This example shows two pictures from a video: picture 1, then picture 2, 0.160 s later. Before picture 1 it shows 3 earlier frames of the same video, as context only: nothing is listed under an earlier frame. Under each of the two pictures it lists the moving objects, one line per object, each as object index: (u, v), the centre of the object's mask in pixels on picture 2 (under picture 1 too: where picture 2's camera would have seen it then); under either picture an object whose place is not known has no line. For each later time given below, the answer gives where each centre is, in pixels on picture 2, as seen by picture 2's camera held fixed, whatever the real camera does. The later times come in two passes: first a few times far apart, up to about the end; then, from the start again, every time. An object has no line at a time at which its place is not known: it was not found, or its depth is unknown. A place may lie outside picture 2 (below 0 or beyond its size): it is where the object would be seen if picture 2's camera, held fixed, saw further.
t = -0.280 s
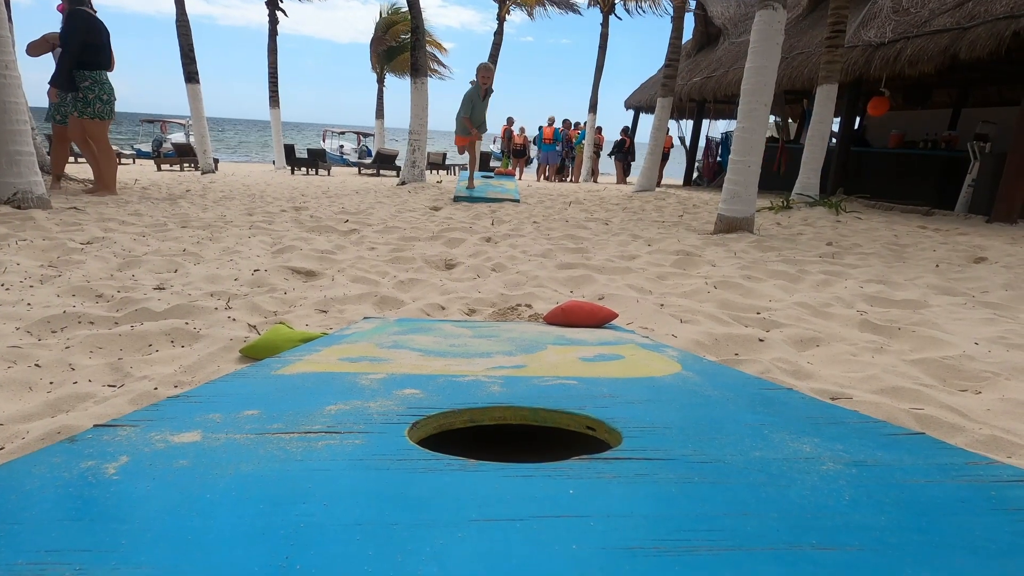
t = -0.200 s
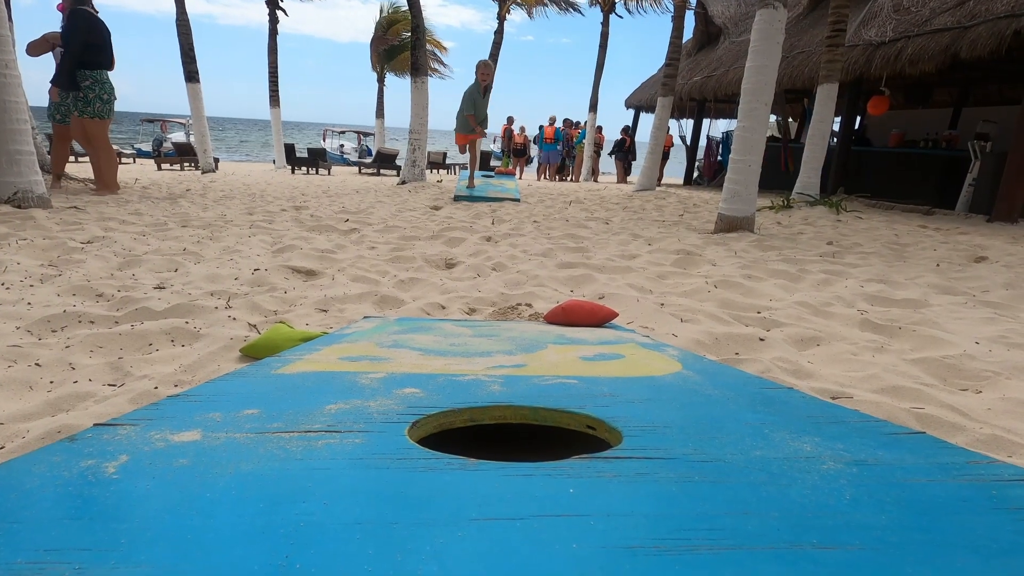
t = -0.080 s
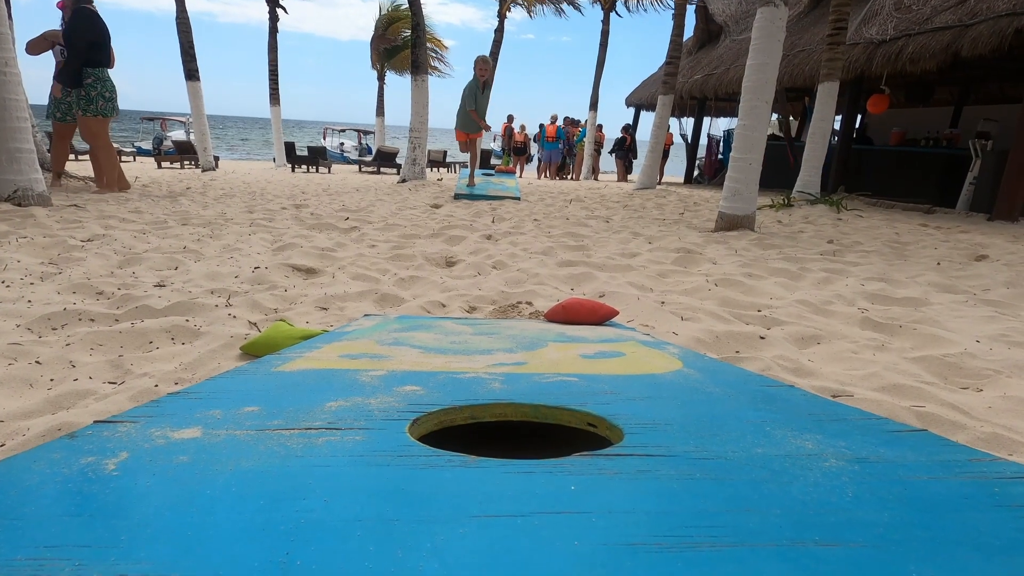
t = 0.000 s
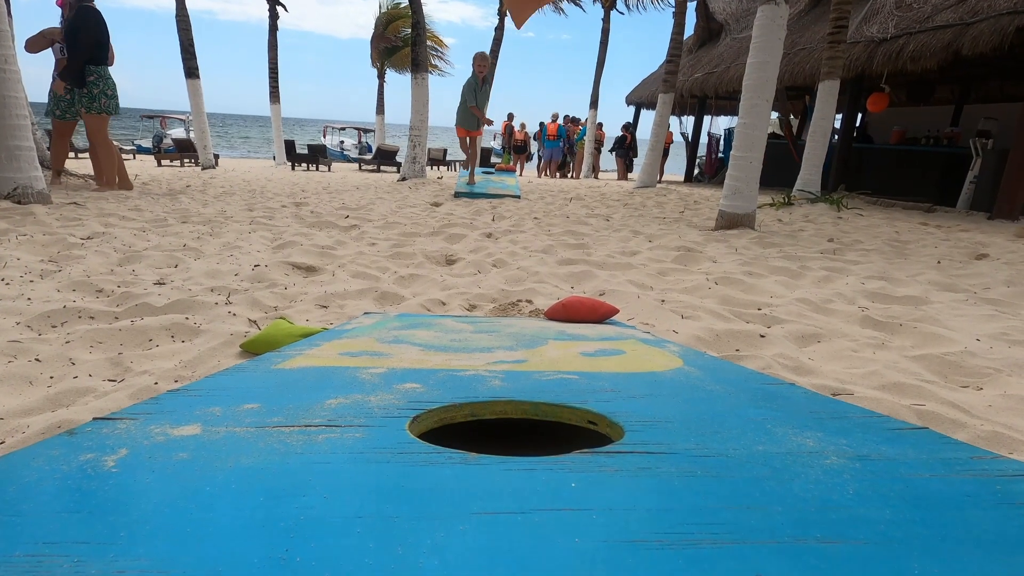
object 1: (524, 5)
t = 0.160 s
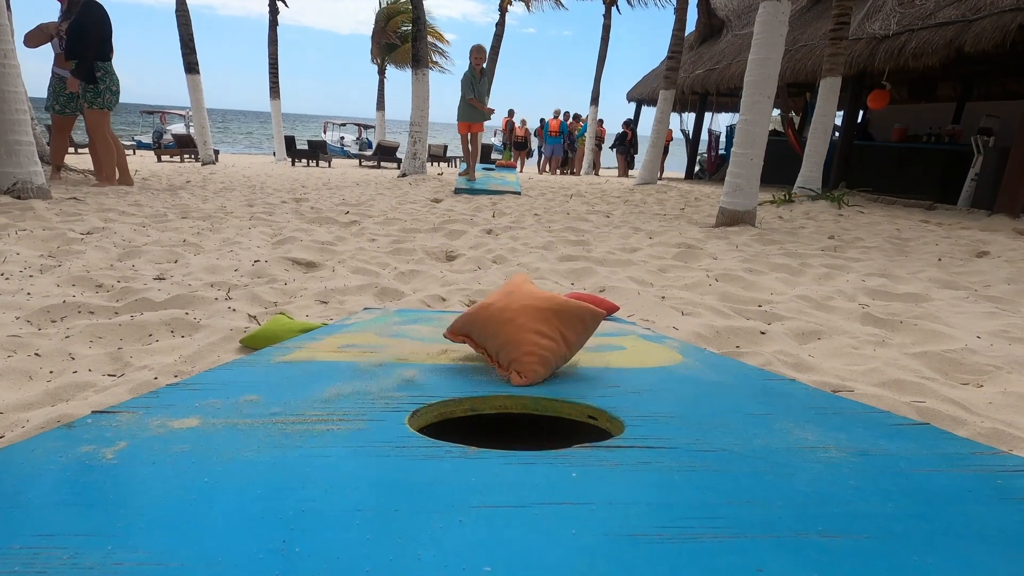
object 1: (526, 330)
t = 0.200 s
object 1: (509, 314)
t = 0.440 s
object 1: (225, 442)
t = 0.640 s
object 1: (193, 442)
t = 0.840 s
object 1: (221, 467)
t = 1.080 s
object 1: (221, 455)
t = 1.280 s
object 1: (221, 455)
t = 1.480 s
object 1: (221, 454)
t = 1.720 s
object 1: (221, 455)
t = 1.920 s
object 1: (222, 456)
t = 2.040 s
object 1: (222, 456)
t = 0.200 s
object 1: (509, 314)
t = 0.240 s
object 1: (485, 306)
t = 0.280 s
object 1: (444, 319)
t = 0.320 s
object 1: (390, 381)
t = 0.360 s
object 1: (332, 434)
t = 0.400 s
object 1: (280, 439)
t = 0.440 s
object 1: (225, 442)
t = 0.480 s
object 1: (197, 440)
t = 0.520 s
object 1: (194, 441)
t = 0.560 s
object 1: (195, 442)
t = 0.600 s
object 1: (194, 442)
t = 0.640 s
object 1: (193, 442)
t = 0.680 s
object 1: (192, 443)
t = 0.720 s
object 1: (199, 447)
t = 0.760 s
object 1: (210, 457)
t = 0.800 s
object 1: (216, 465)
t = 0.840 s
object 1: (221, 467)
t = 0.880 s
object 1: (223, 466)
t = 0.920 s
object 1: (224, 460)
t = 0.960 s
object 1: (222, 454)
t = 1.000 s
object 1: (221, 453)
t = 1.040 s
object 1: (221, 454)
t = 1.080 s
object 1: (221, 455)
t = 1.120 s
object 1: (221, 455)
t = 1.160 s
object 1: (221, 455)
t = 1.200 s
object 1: (221, 455)
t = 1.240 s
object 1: (221, 455)
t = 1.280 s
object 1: (221, 455)
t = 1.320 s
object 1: (221, 455)
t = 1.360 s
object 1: (221, 455)
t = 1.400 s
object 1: (221, 454)
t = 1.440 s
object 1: (221, 454)
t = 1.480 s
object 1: (221, 454)
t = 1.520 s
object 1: (222, 455)
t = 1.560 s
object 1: (222, 455)
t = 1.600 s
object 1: (222, 455)
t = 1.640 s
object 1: (222, 455)
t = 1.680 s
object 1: (222, 455)
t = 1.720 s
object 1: (221, 455)
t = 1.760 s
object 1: (222, 455)
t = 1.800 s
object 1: (222, 455)
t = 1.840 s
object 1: (221, 455)
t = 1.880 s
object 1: (222, 455)
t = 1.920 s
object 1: (222, 456)
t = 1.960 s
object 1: (222, 456)
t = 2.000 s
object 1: (222, 456)
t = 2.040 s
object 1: (222, 456)
